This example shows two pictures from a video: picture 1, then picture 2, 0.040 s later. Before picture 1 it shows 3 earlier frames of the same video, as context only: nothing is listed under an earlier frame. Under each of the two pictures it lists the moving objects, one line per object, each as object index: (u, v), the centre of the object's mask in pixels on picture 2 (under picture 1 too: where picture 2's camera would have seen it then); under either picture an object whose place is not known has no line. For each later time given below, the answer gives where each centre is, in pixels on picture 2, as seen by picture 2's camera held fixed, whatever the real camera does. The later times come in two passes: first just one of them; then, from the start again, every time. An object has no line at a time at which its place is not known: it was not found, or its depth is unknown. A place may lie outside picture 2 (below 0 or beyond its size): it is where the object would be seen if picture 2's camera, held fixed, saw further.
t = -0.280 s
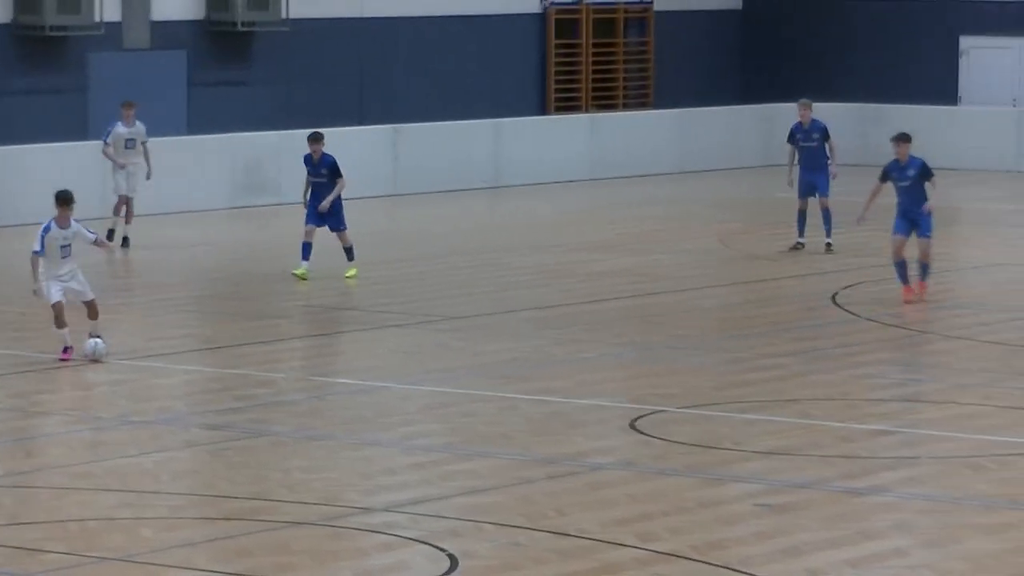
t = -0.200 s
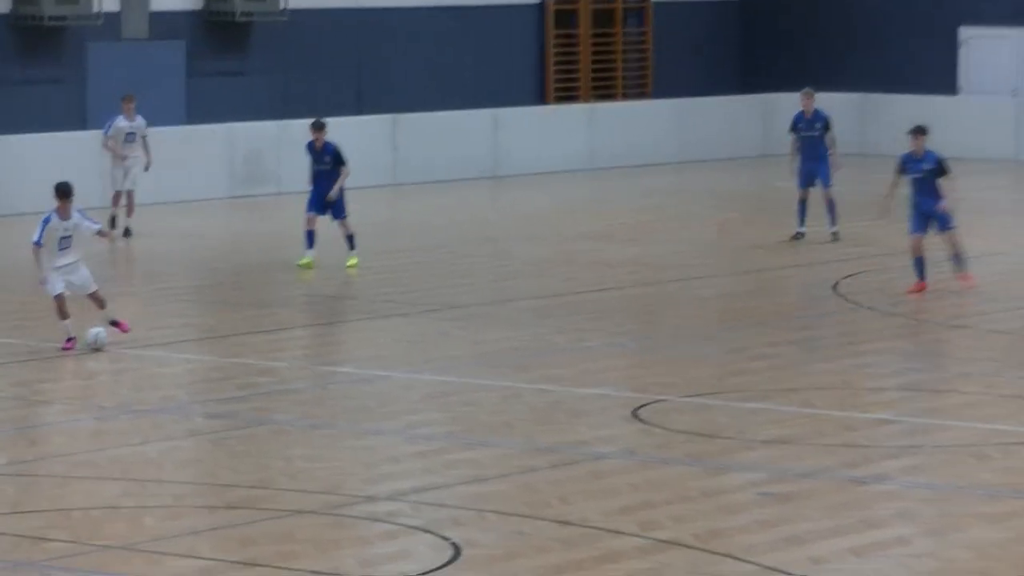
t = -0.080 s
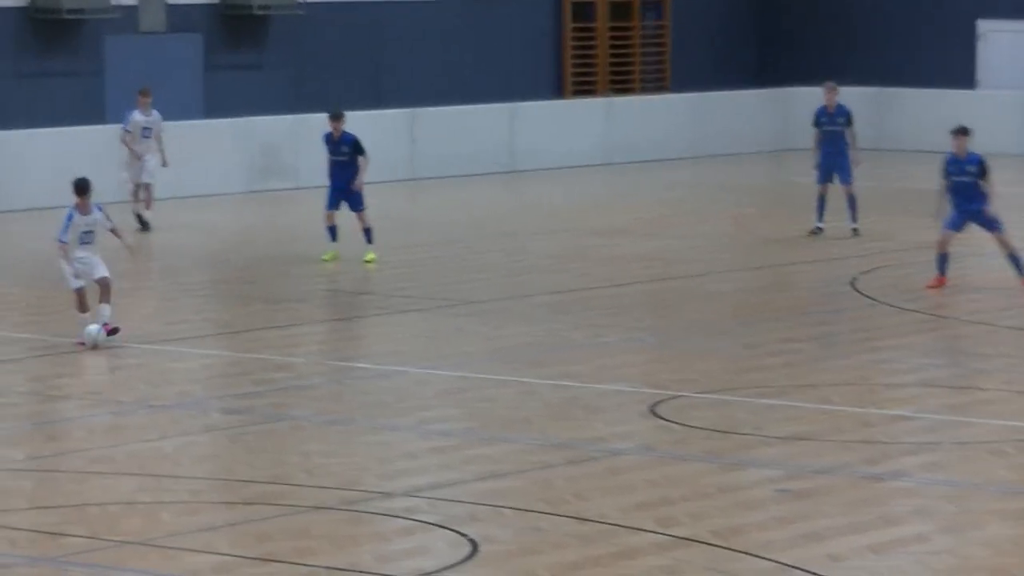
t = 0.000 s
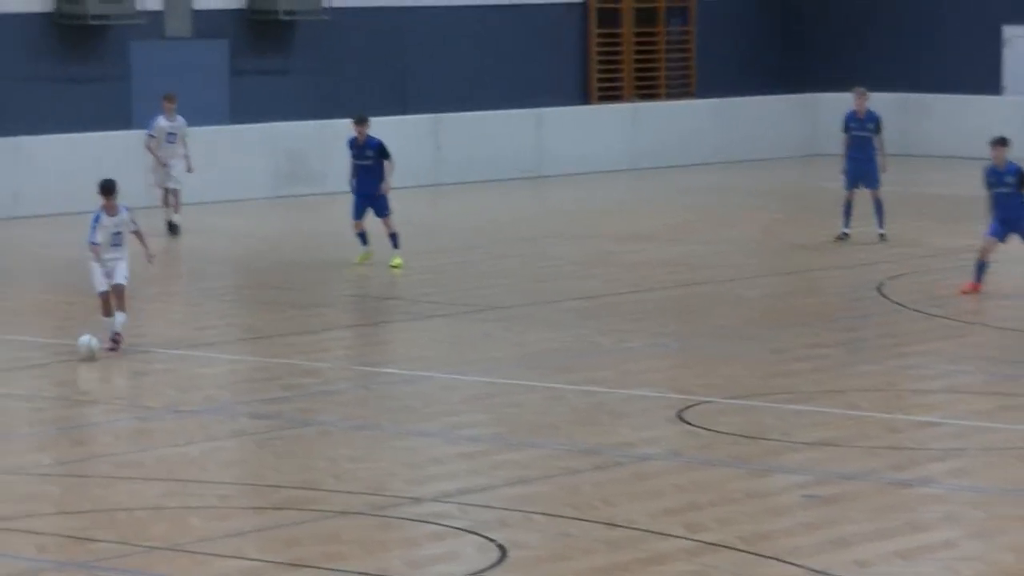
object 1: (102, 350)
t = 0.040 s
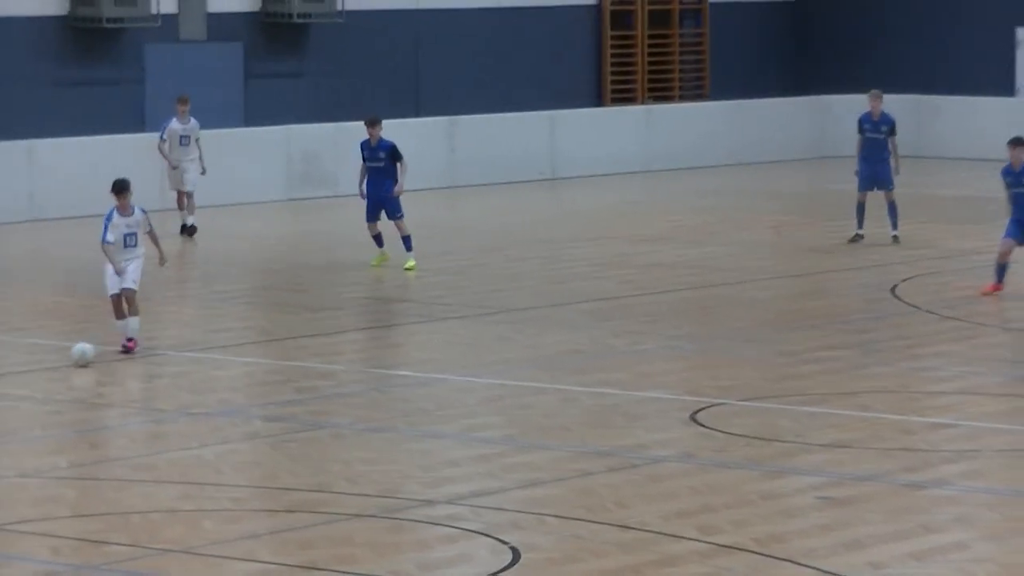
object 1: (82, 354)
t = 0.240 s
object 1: (3, 368)
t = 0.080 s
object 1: (66, 357)
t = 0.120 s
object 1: (49, 360)
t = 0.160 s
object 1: (33, 362)
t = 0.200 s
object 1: (18, 366)
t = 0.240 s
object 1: (3, 368)
